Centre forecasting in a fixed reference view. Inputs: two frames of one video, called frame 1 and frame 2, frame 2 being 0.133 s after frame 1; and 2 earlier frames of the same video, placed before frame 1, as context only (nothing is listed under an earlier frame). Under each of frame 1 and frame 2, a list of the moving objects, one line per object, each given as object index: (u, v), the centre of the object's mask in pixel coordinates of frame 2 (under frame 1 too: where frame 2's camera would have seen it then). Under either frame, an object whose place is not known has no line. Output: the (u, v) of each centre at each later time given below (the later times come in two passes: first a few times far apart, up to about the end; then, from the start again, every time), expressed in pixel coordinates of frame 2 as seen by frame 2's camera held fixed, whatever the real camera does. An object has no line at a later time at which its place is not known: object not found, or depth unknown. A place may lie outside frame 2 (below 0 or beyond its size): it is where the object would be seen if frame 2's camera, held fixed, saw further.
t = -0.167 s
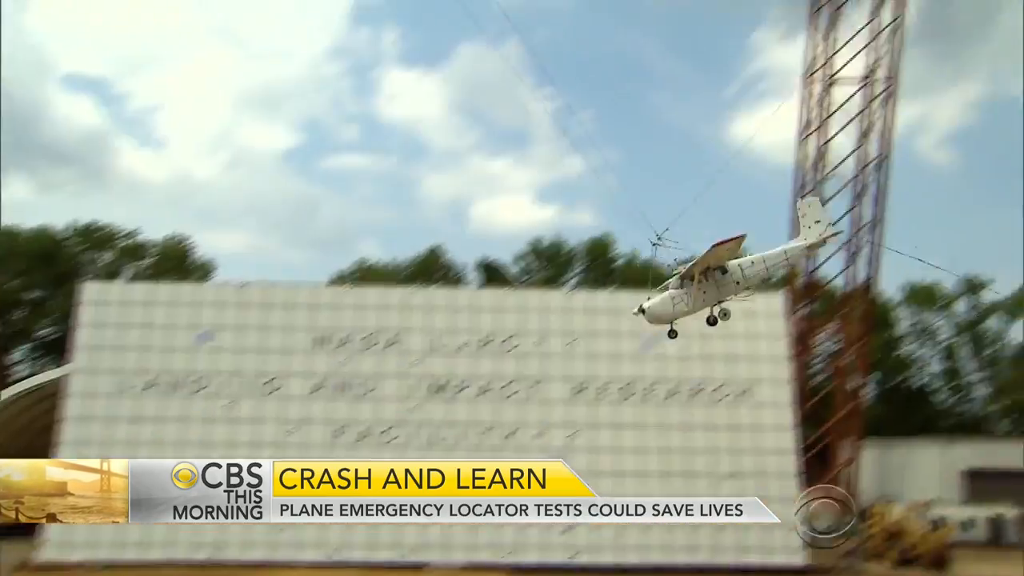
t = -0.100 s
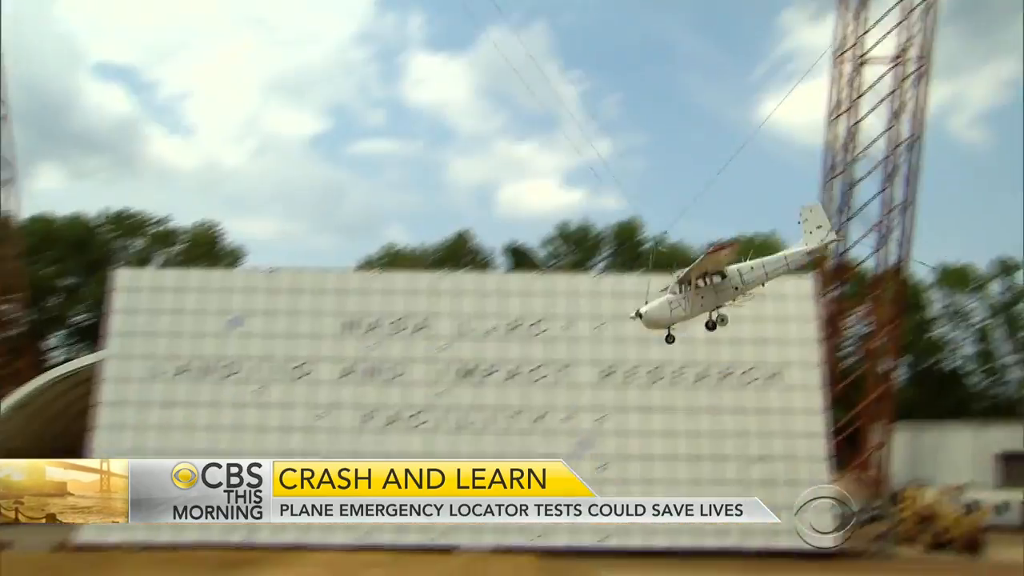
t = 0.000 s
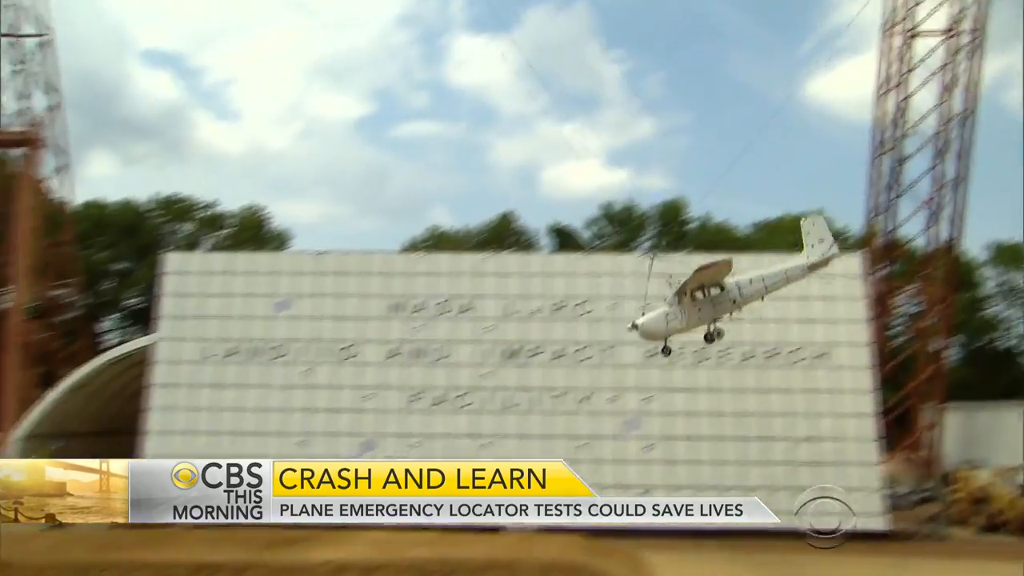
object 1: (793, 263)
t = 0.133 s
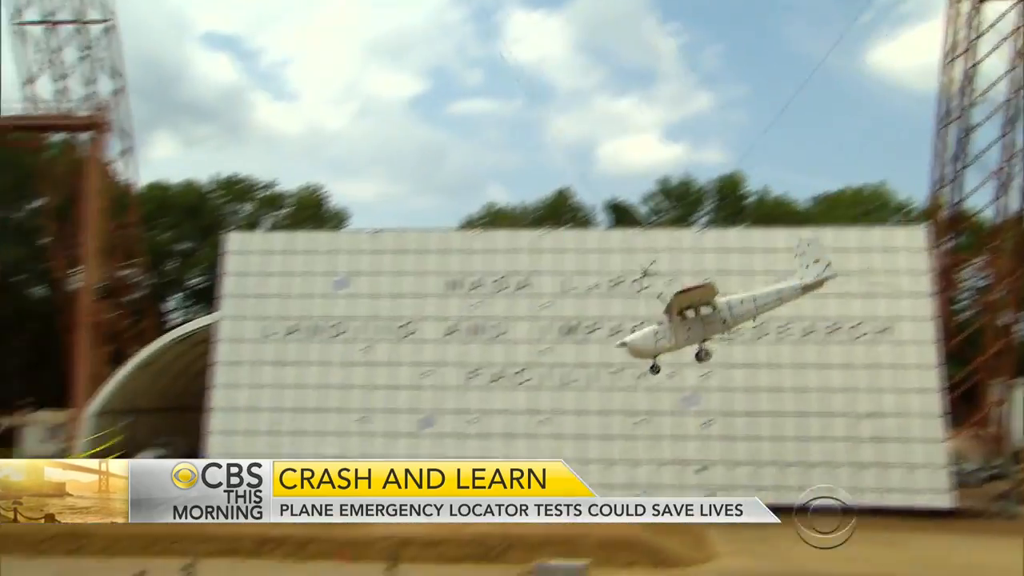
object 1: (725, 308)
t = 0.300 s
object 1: (632, 364)
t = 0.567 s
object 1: (478, 444)
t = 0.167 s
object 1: (706, 320)
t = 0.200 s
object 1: (689, 331)
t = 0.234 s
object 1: (672, 341)
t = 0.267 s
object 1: (652, 353)
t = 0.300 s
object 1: (632, 364)
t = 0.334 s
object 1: (616, 374)
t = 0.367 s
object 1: (594, 387)
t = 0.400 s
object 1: (573, 397)
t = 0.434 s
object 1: (554, 407)
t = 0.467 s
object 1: (539, 414)
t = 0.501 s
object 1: (520, 424)
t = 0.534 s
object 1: (501, 432)
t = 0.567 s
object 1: (478, 444)
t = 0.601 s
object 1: (459, 451)
